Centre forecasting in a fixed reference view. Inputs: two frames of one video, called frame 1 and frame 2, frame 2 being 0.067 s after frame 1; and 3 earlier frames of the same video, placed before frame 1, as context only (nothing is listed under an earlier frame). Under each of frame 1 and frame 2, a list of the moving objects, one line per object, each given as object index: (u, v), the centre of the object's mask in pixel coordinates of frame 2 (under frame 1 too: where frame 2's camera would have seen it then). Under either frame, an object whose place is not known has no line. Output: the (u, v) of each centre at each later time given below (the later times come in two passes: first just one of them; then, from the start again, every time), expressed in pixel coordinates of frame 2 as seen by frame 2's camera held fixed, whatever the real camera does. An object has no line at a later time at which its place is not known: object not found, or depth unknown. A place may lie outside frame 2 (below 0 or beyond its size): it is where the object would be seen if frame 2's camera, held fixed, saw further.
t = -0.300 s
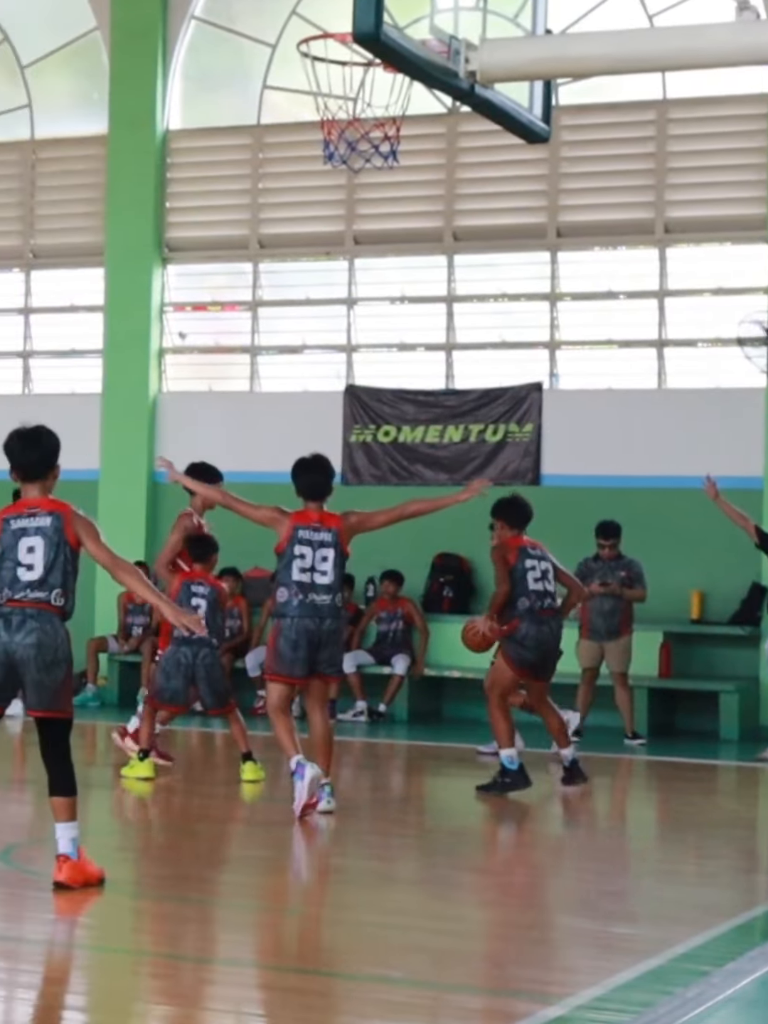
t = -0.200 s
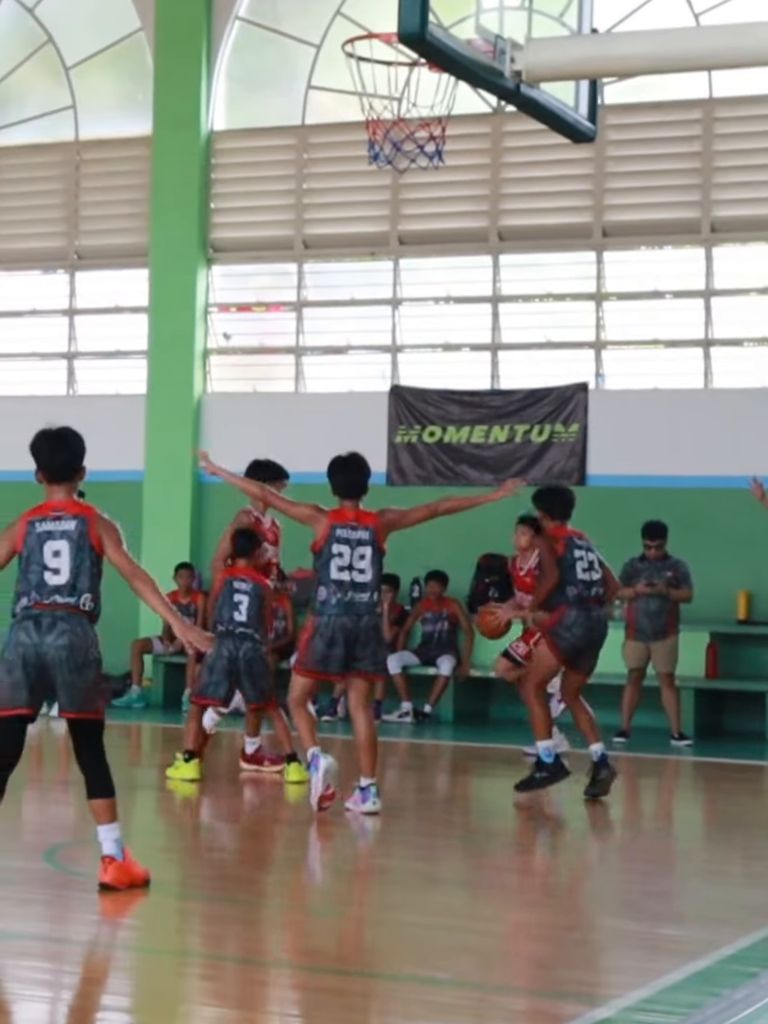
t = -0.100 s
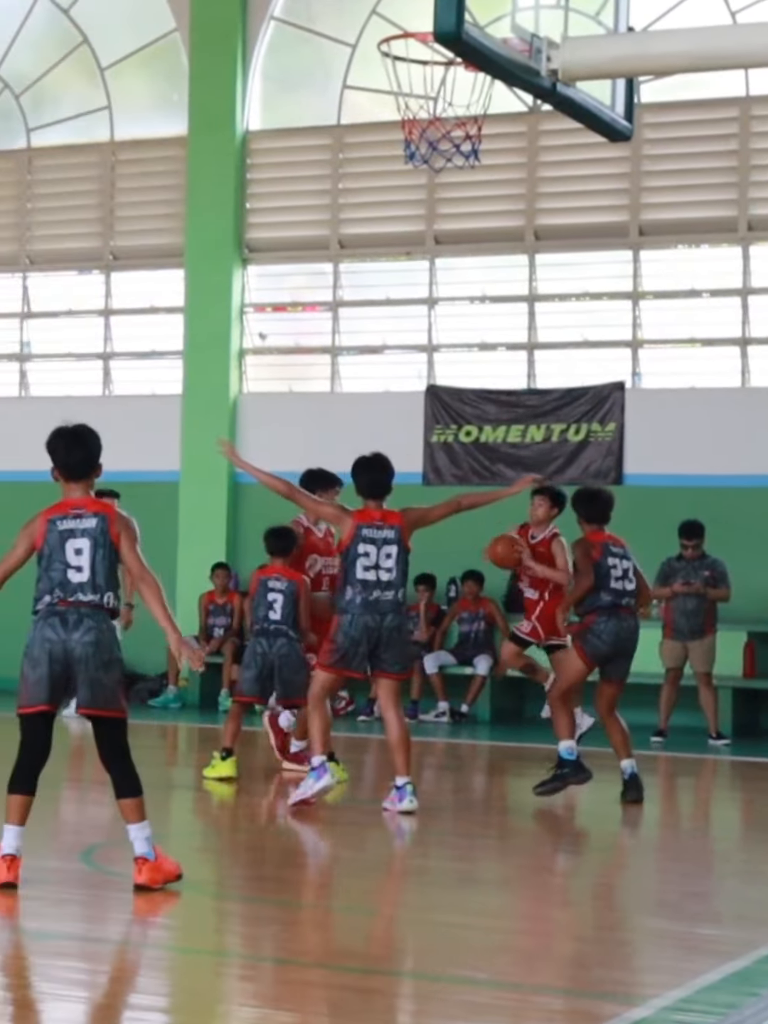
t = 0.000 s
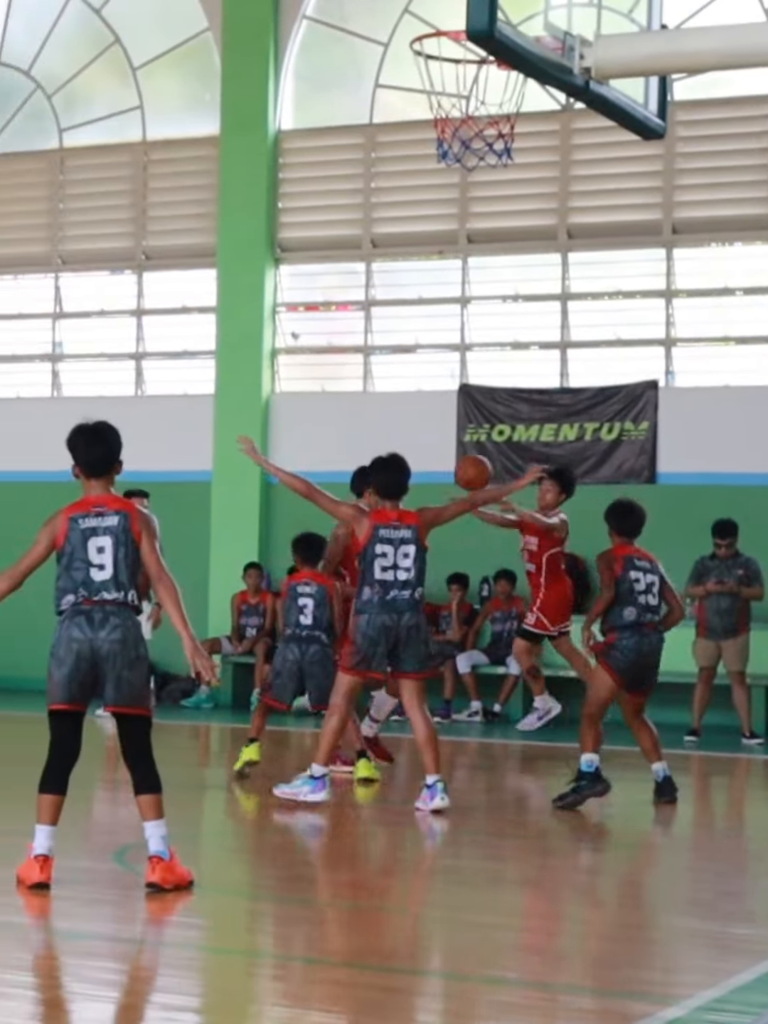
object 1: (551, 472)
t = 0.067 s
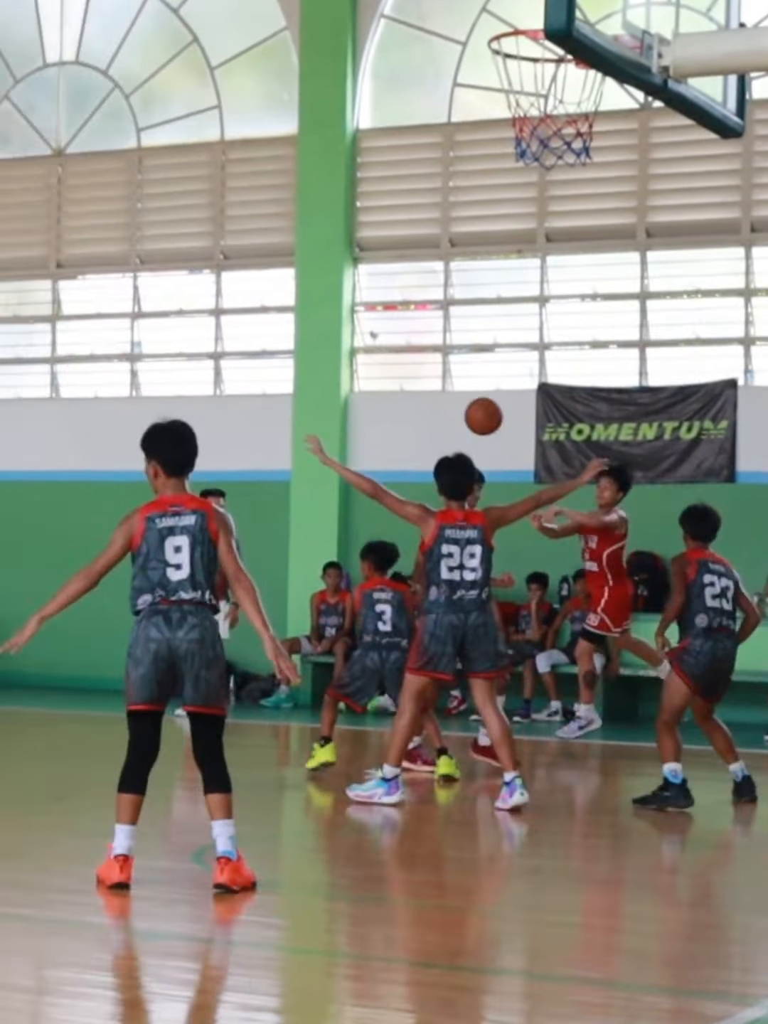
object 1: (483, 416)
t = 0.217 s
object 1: (321, 306)
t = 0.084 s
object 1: (466, 403)
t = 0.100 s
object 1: (449, 390)
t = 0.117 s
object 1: (431, 378)
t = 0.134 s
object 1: (413, 364)
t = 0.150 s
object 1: (395, 352)
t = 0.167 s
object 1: (377, 340)
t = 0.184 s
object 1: (358, 328)
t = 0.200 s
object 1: (339, 317)
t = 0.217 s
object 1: (321, 306)
